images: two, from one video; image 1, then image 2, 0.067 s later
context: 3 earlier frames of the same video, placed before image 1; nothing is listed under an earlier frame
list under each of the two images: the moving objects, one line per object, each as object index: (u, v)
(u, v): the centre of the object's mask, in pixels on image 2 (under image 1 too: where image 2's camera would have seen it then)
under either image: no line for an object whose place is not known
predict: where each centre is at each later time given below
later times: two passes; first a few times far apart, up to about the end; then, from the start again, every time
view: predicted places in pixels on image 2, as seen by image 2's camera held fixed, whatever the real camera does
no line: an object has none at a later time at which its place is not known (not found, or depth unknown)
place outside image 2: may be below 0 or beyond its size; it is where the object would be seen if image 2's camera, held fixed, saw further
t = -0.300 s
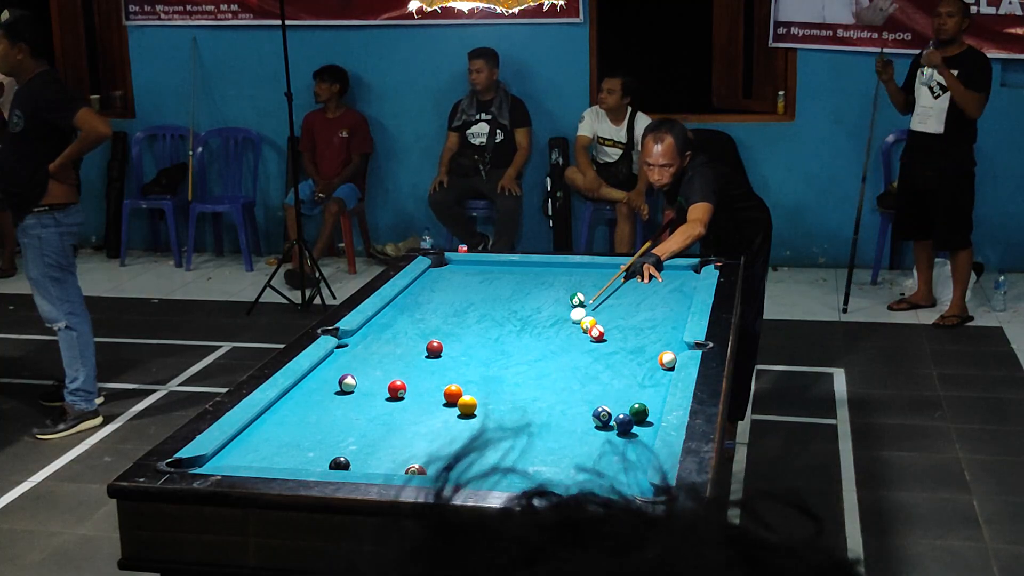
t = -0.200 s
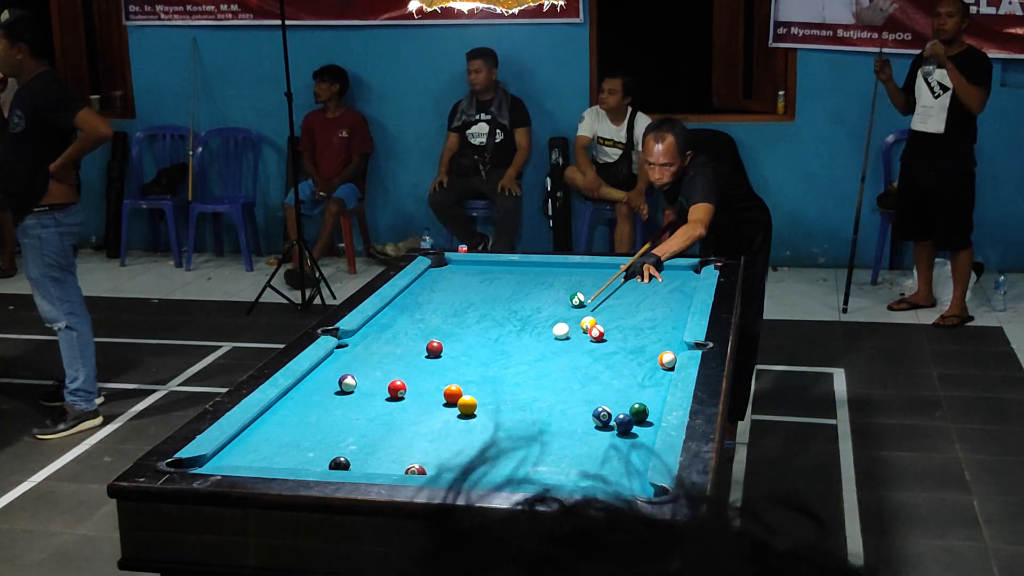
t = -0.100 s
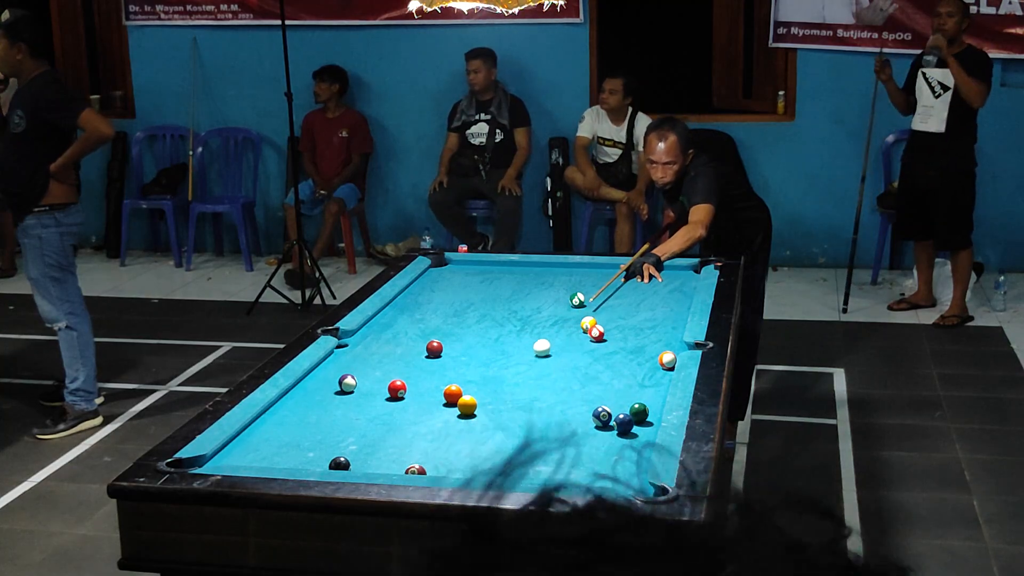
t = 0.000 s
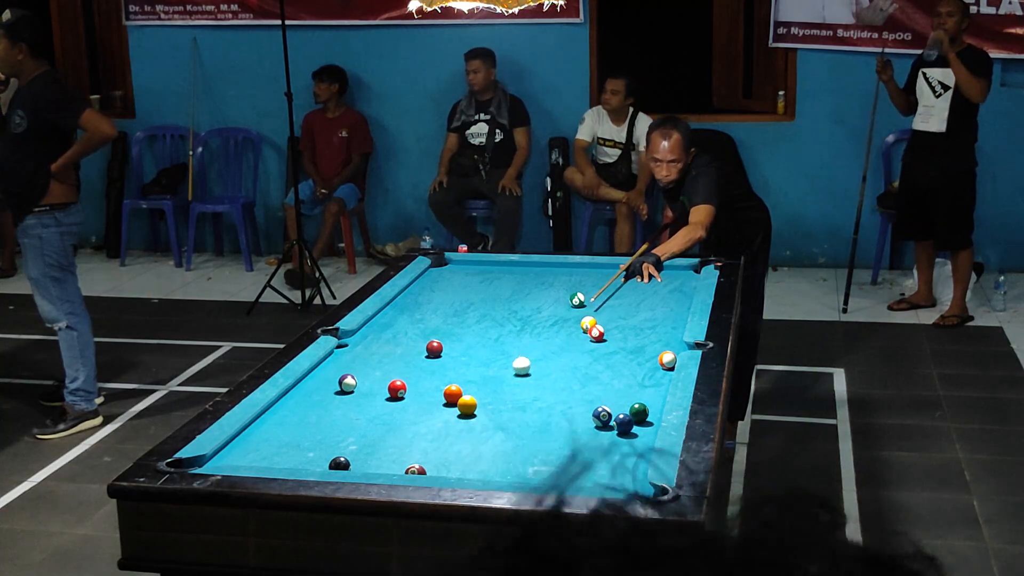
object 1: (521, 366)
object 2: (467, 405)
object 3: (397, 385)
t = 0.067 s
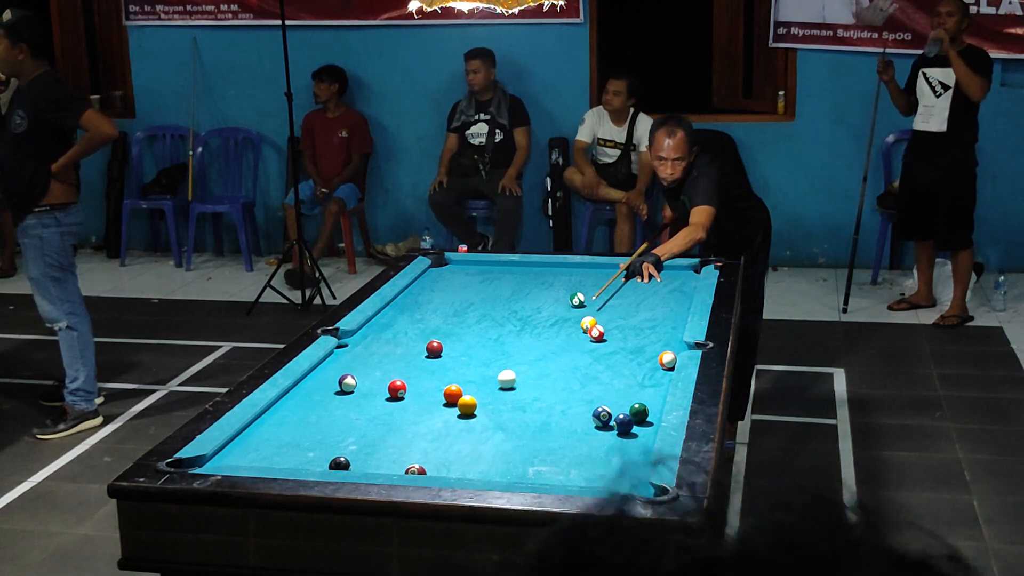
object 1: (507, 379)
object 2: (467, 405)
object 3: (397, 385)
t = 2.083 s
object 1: (574, 422)
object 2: (375, 392)
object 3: (397, 385)
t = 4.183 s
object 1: (509, 411)
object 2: (389, 371)
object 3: (478, 378)
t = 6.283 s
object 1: (509, 411)
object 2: (388, 371)
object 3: (478, 378)
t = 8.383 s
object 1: (509, 411)
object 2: (388, 371)
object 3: (478, 378)
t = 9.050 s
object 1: (509, 411)
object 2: (388, 371)
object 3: (478, 378)
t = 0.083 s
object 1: (503, 382)
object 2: (467, 405)
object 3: (397, 385)
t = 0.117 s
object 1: (495, 389)
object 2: (467, 405)
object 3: (397, 385)
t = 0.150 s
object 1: (487, 396)
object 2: (467, 405)
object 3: (397, 385)
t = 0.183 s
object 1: (485, 402)
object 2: (462, 406)
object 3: (397, 385)
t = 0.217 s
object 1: (492, 405)
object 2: (448, 410)
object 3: (397, 385)
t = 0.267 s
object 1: (500, 410)
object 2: (431, 416)
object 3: (397, 385)
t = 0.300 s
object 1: (503, 414)
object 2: (421, 419)
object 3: (397, 385)
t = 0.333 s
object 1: (507, 418)
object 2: (411, 422)
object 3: (397, 385)
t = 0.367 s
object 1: (511, 422)
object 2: (400, 425)
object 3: (397, 385)
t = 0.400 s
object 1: (515, 426)
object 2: (390, 428)
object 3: (397, 385)
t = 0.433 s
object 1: (519, 430)
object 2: (380, 431)
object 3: (397, 385)
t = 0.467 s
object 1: (523, 434)
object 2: (369, 435)
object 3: (397, 385)
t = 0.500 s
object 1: (527, 439)
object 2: (358, 438)
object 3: (397, 385)
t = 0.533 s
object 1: (531, 443)
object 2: (347, 441)
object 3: (397, 385)
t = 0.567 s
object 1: (535, 447)
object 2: (337, 445)
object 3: (397, 385)
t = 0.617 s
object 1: (541, 454)
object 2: (320, 450)
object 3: (397, 385)
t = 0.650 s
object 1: (546, 459)
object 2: (309, 453)
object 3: (397, 385)
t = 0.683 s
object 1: (550, 464)
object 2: (298, 457)
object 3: (397, 385)
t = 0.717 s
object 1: (555, 468)
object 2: (286, 459)
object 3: (397, 385)
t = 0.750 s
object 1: (559, 473)
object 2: (275, 461)
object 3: (397, 385)
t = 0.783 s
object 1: (564, 476)
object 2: (265, 462)
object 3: (397, 385)
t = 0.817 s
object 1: (569, 479)
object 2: (263, 460)
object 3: (397, 385)
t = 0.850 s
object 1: (574, 479)
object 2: (260, 458)
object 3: (397, 385)
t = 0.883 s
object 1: (581, 478)
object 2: (258, 456)
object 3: (397, 385)
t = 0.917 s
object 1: (587, 477)
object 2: (256, 455)
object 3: (397, 385)
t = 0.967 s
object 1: (597, 474)
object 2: (252, 450)
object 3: (397, 385)
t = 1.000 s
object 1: (603, 471)
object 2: (250, 447)
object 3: (397, 385)
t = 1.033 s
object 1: (609, 469)
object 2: (248, 444)
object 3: (397, 385)
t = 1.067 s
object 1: (615, 466)
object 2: (246, 442)
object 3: (397, 385)
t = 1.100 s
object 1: (621, 463)
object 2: (244, 439)
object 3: (397, 385)
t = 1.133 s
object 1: (627, 461)
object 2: (242, 436)
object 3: (397, 385)
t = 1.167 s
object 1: (633, 458)
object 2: (247, 434)
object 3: (397, 385)
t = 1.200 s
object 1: (638, 456)
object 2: (252, 432)
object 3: (397, 385)
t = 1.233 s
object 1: (643, 453)
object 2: (258, 431)
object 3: (397, 385)
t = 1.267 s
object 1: (641, 451)
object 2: (263, 429)
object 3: (397, 385)
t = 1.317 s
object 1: (637, 448)
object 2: (271, 426)
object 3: (397, 385)
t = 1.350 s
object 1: (635, 445)
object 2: (276, 425)
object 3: (397, 385)
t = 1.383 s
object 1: (632, 443)
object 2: (282, 423)
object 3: (397, 385)
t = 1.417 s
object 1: (630, 441)
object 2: (287, 421)
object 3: (397, 385)
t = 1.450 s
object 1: (627, 438)
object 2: (292, 419)
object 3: (397, 385)
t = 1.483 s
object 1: (625, 436)
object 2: (297, 418)
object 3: (397, 385)
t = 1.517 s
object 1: (623, 434)
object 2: (302, 416)
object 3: (397, 385)
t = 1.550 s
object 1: (620, 432)
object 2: (306, 415)
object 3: (397, 385)
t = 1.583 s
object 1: (618, 430)
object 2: (311, 413)
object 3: (397, 385)
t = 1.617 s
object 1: (614, 430)
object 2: (316, 412)
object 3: (397, 385)
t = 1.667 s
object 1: (610, 429)
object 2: (323, 409)
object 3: (397, 385)
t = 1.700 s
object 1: (607, 428)
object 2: (327, 408)
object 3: (397, 385)
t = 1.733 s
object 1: (603, 428)
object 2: (332, 406)
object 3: (397, 385)
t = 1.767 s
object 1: (600, 427)
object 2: (336, 405)
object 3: (397, 385)
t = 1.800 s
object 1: (597, 426)
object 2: (340, 403)
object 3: (397, 385)
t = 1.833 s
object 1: (595, 426)
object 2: (345, 402)
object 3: (397, 385)
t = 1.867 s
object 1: (592, 425)
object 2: (349, 401)
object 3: (397, 385)
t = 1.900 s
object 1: (589, 425)
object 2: (353, 399)
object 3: (397, 385)
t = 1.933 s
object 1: (586, 424)
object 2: (357, 398)
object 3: (397, 385)
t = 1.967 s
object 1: (583, 424)
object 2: (361, 397)
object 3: (397, 385)
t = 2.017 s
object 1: (579, 423)
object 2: (367, 395)
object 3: (397, 385)
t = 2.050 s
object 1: (577, 422)
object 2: (371, 393)
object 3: (397, 385)
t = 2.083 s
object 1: (574, 422)
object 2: (375, 392)
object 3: (397, 385)
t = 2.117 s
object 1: (572, 421)
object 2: (378, 391)
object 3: (397, 385)
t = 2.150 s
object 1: (570, 421)
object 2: (378, 390)
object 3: (400, 385)
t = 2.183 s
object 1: (567, 420)
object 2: (379, 390)
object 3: (403, 385)
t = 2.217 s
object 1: (565, 420)
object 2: (380, 389)
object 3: (406, 384)
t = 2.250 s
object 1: (563, 420)
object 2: (380, 388)
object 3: (409, 384)
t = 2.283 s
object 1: (561, 419)
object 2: (380, 387)
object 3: (411, 384)
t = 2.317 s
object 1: (558, 419)
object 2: (381, 387)
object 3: (414, 383)
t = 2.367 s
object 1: (555, 418)
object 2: (381, 385)
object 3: (418, 382)
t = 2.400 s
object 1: (553, 418)
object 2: (382, 385)
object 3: (420, 381)
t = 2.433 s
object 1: (551, 417)
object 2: (382, 384)
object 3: (422, 380)
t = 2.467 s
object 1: (549, 417)
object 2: (382, 384)
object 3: (424, 379)
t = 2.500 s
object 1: (547, 417)
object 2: (383, 383)
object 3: (425, 379)
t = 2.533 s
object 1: (546, 417)
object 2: (383, 382)
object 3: (427, 380)
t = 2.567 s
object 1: (544, 416)
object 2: (383, 382)
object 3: (429, 380)
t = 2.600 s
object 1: (542, 416)
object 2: (383, 381)
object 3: (431, 379)
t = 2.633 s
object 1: (540, 416)
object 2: (384, 381)
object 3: (433, 379)
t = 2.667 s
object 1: (539, 415)
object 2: (384, 380)
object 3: (435, 379)
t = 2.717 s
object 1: (536, 415)
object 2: (384, 379)
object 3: (438, 379)
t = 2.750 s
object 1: (535, 415)
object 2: (384, 379)
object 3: (440, 378)
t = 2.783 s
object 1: (533, 414)
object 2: (385, 378)
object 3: (441, 381)
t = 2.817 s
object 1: (532, 414)
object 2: (385, 378)
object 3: (443, 381)
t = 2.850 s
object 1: (530, 414)
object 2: (385, 378)
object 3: (445, 380)
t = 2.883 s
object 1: (529, 413)
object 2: (385, 377)
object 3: (447, 380)
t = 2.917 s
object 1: (528, 413)
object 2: (385, 377)
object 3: (449, 379)
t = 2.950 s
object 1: (526, 413)
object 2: (386, 377)
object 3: (451, 379)
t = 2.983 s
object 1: (525, 413)
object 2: (386, 376)
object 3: (453, 379)
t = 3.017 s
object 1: (524, 413)
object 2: (386, 376)
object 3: (455, 379)
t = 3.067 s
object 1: (522, 412)
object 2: (386, 375)
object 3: (457, 379)
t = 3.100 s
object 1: (521, 412)
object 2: (387, 375)
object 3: (458, 379)
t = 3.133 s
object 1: (520, 412)
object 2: (387, 374)
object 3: (460, 379)
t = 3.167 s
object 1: (519, 412)
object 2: (387, 374)
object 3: (461, 379)
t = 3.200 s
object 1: (518, 412)
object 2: (387, 374)
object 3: (462, 379)
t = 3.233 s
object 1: (517, 412)
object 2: (388, 374)
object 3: (464, 378)
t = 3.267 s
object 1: (517, 412)
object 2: (388, 374)
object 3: (465, 378)
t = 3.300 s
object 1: (516, 411)
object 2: (388, 373)
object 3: (466, 378)
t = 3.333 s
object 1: (515, 411)
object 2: (388, 373)
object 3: (467, 378)
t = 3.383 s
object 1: (514, 411)
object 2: (388, 372)
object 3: (469, 378)
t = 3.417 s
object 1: (513, 411)
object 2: (388, 373)
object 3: (469, 379)
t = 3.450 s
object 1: (512, 411)
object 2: (389, 372)
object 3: (470, 379)
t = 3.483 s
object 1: (512, 411)
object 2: (389, 372)
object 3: (471, 379)
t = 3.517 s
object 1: (511, 411)
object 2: (389, 372)
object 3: (472, 379)
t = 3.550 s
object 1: (511, 411)
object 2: (389, 372)
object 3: (472, 379)
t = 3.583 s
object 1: (511, 411)
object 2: (389, 372)
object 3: (473, 378)
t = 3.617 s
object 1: (510, 411)
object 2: (389, 372)
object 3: (474, 378)
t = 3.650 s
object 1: (510, 411)
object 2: (389, 372)
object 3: (474, 378)
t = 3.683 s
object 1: (510, 411)
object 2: (390, 371)
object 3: (475, 378)
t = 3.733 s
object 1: (509, 411)
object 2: (389, 371)
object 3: (475, 378)
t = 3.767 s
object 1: (509, 411)
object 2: (390, 371)
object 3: (476, 378)
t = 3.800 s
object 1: (509, 411)
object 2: (389, 371)
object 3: (476, 378)
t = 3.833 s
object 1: (509, 410)
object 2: (389, 371)
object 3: (476, 378)
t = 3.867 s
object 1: (508, 411)
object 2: (389, 371)
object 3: (477, 378)
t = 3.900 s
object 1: (508, 411)
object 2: (389, 371)
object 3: (477, 378)
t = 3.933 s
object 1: (508, 411)
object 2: (389, 371)
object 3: (477, 378)
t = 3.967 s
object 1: (508, 411)
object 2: (389, 371)
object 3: (477, 378)
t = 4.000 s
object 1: (508, 411)
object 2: (389, 371)
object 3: (478, 378)
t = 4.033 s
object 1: (508, 410)
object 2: (389, 371)
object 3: (478, 378)
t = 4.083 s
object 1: (509, 411)
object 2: (389, 371)
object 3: (478, 378)
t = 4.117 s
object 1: (509, 411)
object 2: (389, 371)
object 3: (478, 378)
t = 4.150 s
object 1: (509, 411)
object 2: (389, 371)
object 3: (478, 378)
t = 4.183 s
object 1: (509, 411)
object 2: (389, 371)
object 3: (478, 378)
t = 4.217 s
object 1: (509, 411)
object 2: (388, 371)
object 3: (478, 378)
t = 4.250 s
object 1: (509, 411)
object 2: (388, 371)
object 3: (478, 378)
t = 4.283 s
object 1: (509, 411)
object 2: (388, 371)
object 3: (478, 378)
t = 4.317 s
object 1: (509, 411)
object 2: (388, 371)
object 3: (478, 378)
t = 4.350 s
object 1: (509, 411)
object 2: (388, 371)
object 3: (478, 378)
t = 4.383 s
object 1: (509, 411)
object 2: (388, 371)
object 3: (478, 378)
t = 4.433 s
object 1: (509, 411)
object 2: (388, 371)
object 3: (478, 378)
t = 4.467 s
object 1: (509, 411)
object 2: (388, 371)
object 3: (478, 378)
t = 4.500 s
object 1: (509, 411)
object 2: (388, 371)
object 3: (478, 378)
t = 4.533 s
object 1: (509, 411)
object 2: (388, 371)
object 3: (478, 378)
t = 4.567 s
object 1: (509, 411)
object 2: (388, 371)
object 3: (478, 378)
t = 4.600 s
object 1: (509, 411)
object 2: (388, 371)
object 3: (478, 378)
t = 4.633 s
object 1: (509, 411)
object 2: (388, 371)
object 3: (478, 378)
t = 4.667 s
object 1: (509, 411)
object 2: (388, 371)
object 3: (478, 378)
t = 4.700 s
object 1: (509, 411)
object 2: (388, 371)
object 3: (478, 378)
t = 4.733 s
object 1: (509, 411)
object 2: (388, 371)
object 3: (478, 378)
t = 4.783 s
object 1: (509, 411)
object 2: (388, 371)
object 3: (478, 378)
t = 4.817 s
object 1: (509, 411)
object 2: (388, 371)
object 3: (478, 378)
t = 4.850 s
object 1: (508, 411)
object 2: (388, 371)
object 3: (478, 378)
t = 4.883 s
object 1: (509, 411)
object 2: (388, 371)
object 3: (478, 378)
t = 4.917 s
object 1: (508, 411)
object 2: (388, 371)
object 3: (478, 378)
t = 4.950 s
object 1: (509, 411)
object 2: (388, 371)
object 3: (478, 378)
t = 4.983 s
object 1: (509, 411)
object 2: (388, 371)
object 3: (478, 378)
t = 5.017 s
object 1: (509, 411)
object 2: (388, 371)
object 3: (478, 378)
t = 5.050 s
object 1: (509, 411)
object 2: (388, 371)
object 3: (478, 378)
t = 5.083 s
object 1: (509, 411)
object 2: (388, 371)
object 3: (478, 378)
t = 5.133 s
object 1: (508, 411)
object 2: (388, 371)
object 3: (478, 378)
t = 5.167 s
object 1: (508, 411)
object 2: (388, 371)
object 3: (478, 378)
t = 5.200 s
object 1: (508, 411)
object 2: (388, 371)
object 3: (478, 378)
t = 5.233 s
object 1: (508, 411)
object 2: (388, 371)
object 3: (478, 378)
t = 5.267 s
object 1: (509, 411)
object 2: (388, 371)
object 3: (478, 378)
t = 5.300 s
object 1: (509, 411)
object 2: (388, 371)
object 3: (478, 378)
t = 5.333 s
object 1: (509, 411)
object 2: (388, 371)
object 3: (478, 378)
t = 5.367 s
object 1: (509, 411)
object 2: (388, 371)
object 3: (478, 378)
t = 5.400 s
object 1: (509, 411)
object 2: (388, 371)
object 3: (478, 378)
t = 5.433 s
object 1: (509, 411)
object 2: (388, 371)
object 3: (478, 378)
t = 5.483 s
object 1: (509, 410)
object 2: (388, 371)
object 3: (478, 378)
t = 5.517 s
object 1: (509, 411)
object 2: (388, 371)
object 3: (478, 378)
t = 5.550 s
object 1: (509, 411)
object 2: (388, 371)
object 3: (478, 378)
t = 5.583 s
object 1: (509, 411)
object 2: (388, 371)
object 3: (478, 378)
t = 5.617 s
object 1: (509, 411)
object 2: (388, 371)
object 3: (478, 378)
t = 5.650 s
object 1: (509, 411)
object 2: (388, 371)
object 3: (478, 378)
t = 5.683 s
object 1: (509, 411)
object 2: (388, 371)
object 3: (478, 378)
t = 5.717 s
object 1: (509, 411)
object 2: (388, 371)
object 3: (478, 378)
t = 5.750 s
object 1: (509, 411)
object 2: (388, 371)
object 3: (478, 378)
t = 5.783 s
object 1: (509, 411)
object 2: (388, 371)
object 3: (478, 378)
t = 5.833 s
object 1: (509, 411)
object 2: (388, 371)
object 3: (478, 378)
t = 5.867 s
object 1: (509, 411)
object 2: (388, 371)
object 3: (478, 378)
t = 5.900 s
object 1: (509, 411)
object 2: (388, 371)
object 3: (478, 378)
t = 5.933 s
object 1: (509, 410)
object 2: (388, 371)
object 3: (478, 378)
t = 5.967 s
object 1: (509, 411)
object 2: (388, 371)
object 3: (478, 378)
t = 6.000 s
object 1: (509, 411)
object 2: (388, 371)
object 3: (478, 378)
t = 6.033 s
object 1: (509, 411)
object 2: (388, 371)
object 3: (478, 378)
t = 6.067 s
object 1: (509, 411)
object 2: (388, 371)
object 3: (478, 378)
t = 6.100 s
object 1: (509, 411)
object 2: (388, 371)
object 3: (478, 378)
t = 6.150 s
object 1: (509, 410)
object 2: (388, 371)
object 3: (478, 378)
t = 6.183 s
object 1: (509, 411)
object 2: (388, 371)
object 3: (478, 378)
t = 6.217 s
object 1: (509, 411)
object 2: (388, 371)
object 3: (478, 378)
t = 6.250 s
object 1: (509, 411)
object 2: (388, 371)
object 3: (478, 378)
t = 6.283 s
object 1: (509, 411)
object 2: (388, 371)
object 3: (478, 378)
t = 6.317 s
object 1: (509, 411)
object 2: (388, 371)
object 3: (478, 378)
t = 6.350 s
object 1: (509, 411)
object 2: (388, 371)
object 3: (478, 378)
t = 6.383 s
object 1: (509, 411)
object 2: (388, 371)
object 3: (478, 378)
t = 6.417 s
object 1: (509, 411)
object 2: (388, 371)
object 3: (478, 378)
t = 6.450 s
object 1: (509, 411)
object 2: (388, 371)
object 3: (478, 378)
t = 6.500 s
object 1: (509, 411)
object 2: (388, 371)
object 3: (478, 378)
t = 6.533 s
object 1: (509, 411)
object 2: (388, 371)
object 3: (478, 378)
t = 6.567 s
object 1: (509, 411)
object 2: (388, 371)
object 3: (478, 378)
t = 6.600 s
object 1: (509, 411)
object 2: (388, 371)
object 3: (478, 378)
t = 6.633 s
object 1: (509, 411)
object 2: (388, 371)
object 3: (478, 378)
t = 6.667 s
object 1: (509, 411)
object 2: (388, 371)
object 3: (478, 378)
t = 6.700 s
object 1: (509, 411)
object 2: (388, 371)
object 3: (478, 378)
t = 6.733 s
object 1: (509, 411)
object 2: (388, 371)
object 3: (478, 378)
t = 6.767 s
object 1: (509, 411)
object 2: (388, 371)
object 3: (478, 378)
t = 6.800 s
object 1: (509, 411)
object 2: (388, 371)
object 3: (478, 378)
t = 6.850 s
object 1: (509, 411)
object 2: (388, 371)
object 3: (478, 378)
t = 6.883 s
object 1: (509, 411)
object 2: (388, 371)
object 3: (478, 378)
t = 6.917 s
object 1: (509, 411)
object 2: (388, 371)
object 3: (478, 378)
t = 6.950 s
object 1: (509, 411)
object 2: (388, 371)
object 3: (478, 378)
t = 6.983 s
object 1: (509, 411)
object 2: (388, 371)
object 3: (478, 378)
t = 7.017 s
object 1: (509, 411)
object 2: (388, 371)
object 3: (478, 378)
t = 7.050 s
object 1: (509, 411)
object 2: (388, 371)
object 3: (478, 378)
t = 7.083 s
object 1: (509, 411)
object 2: (388, 371)
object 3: (478, 378)
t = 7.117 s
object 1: (509, 411)
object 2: (388, 371)
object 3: (478, 378)
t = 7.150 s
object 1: (509, 411)
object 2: (388, 371)
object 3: (478, 378)
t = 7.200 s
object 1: (509, 411)
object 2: (388, 371)
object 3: (478, 378)
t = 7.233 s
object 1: (509, 411)
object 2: (388, 371)
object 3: (478, 378)
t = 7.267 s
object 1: (509, 411)
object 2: (388, 371)
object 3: (478, 378)
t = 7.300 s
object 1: (509, 411)
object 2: (388, 371)
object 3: (478, 378)
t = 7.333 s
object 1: (509, 411)
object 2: (388, 371)
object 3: (478, 378)
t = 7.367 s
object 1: (509, 411)
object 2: (388, 371)
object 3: (478, 378)
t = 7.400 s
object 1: (508, 411)
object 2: (388, 371)
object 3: (478, 378)
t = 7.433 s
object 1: (509, 411)
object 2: (388, 371)
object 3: (478, 378)
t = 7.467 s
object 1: (509, 411)
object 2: (388, 371)
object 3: (478, 378)
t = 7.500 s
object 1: (509, 411)
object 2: (388, 371)
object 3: (478, 378)
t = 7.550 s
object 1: (509, 411)
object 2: (388, 371)
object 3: (478, 378)
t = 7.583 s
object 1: (509, 411)
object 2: (388, 371)
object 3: (478, 378)
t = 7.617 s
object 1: (509, 411)
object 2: (388, 371)
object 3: (478, 378)
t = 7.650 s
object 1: (509, 411)
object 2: (388, 371)
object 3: (478, 378)
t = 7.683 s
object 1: (509, 411)
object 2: (388, 371)
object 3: (478, 378)
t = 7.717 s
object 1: (509, 411)
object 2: (388, 371)
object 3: (478, 378)
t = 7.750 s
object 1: (509, 411)
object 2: (388, 371)
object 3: (478, 378)
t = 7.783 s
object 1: (509, 411)
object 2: (388, 371)
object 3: (478, 378)
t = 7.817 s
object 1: (509, 411)
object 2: (388, 371)
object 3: (478, 378)
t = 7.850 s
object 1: (509, 411)
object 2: (388, 371)
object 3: (478, 378)
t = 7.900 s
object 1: (509, 411)
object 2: (388, 371)
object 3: (478, 378)
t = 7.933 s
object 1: (509, 411)
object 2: (388, 371)
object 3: (478, 378)
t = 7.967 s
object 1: (509, 411)
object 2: (388, 371)
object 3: (478, 378)
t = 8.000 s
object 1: (509, 411)
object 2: (388, 371)
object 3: (478, 378)
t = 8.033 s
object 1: (509, 411)
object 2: (388, 371)
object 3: (478, 378)
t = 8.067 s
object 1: (509, 411)
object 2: (388, 371)
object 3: (478, 378)
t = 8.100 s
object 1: (509, 411)
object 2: (388, 371)
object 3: (478, 378)
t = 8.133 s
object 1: (509, 411)
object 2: (388, 371)
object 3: (478, 378)
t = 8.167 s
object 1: (509, 411)
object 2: (388, 371)
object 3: (478, 378)
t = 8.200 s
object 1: (509, 411)
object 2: (388, 371)
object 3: (478, 378)
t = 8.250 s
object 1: (509, 411)
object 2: (388, 371)
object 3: (478, 378)
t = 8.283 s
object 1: (509, 411)
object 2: (388, 371)
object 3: (478, 378)
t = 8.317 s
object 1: (509, 411)
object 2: (388, 371)
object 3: (478, 378)
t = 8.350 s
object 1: (509, 411)
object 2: (388, 371)
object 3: (478, 378)
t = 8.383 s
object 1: (509, 411)
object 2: (388, 371)
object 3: (478, 378)
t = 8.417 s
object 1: (509, 411)
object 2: (388, 371)
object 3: (478, 378)
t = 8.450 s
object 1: (509, 411)
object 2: (388, 371)
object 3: (478, 378)
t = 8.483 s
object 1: (509, 411)
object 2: (388, 371)
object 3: (478, 378)
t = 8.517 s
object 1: (509, 411)
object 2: (388, 371)
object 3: (478, 378)
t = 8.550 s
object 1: (509, 411)
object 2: (388, 371)
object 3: (478, 378)
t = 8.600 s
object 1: (509, 411)
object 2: (388, 371)
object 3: (478, 378)
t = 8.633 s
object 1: (509, 411)
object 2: (388, 371)
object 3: (478, 378)
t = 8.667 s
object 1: (509, 411)
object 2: (388, 371)
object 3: (478, 378)
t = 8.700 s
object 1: (509, 411)
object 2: (388, 371)
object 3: (478, 378)
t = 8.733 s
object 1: (509, 411)
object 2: (388, 371)
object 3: (478, 378)
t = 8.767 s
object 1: (509, 411)
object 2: (388, 371)
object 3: (478, 378)
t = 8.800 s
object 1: (509, 411)
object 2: (388, 371)
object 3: (478, 378)
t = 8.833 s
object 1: (509, 411)
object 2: (388, 371)
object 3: (478, 378)
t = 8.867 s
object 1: (509, 411)
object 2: (388, 371)
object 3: (478, 378)
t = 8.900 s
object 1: (509, 411)
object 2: (388, 371)
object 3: (478, 378)
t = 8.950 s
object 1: (509, 411)
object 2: (388, 371)
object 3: (478, 378)
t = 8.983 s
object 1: (509, 411)
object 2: (388, 371)
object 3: (478, 378)
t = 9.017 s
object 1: (509, 411)
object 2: (388, 371)
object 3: (478, 378)
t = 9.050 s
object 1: (509, 411)
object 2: (388, 371)
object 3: (478, 378)
